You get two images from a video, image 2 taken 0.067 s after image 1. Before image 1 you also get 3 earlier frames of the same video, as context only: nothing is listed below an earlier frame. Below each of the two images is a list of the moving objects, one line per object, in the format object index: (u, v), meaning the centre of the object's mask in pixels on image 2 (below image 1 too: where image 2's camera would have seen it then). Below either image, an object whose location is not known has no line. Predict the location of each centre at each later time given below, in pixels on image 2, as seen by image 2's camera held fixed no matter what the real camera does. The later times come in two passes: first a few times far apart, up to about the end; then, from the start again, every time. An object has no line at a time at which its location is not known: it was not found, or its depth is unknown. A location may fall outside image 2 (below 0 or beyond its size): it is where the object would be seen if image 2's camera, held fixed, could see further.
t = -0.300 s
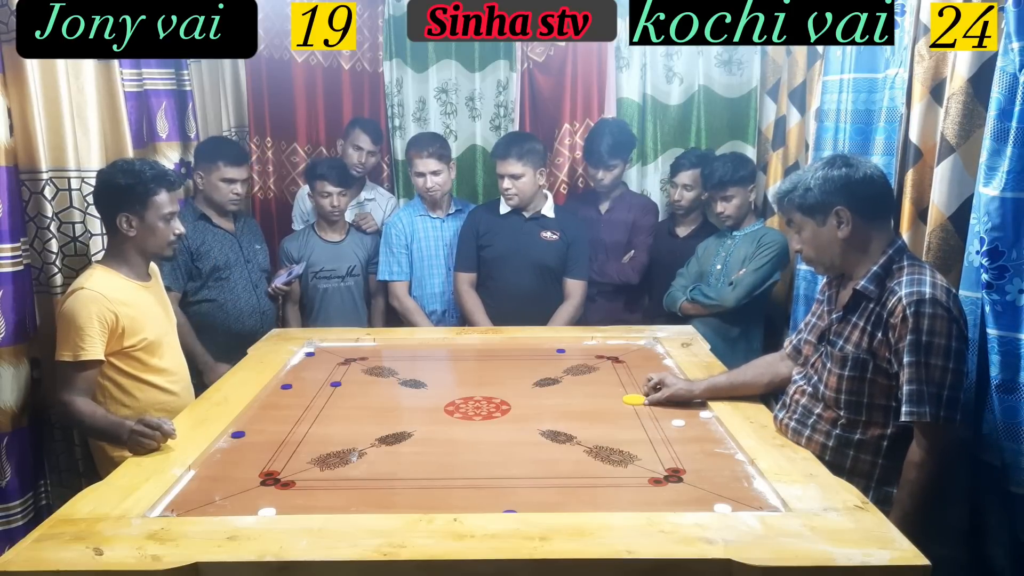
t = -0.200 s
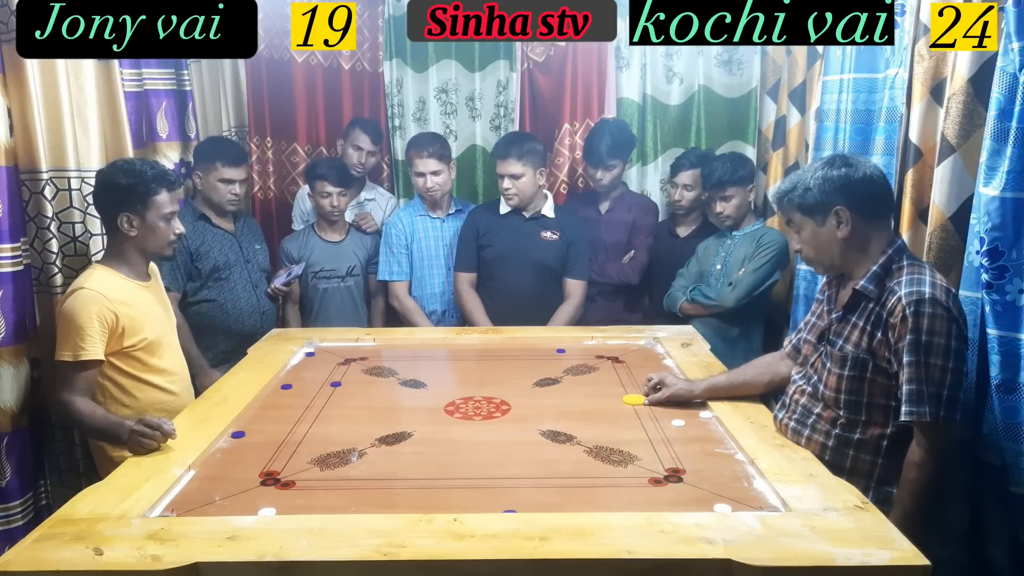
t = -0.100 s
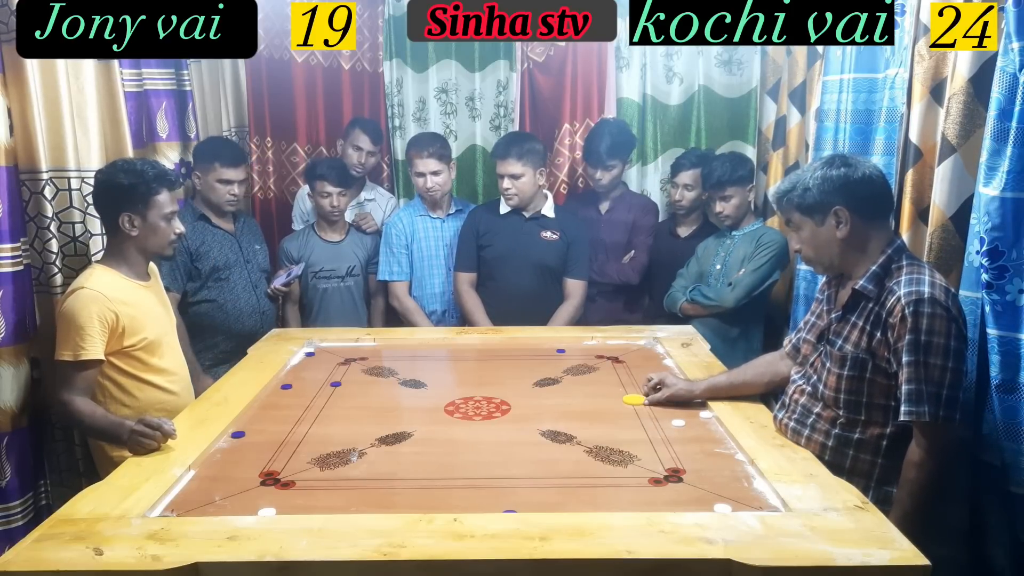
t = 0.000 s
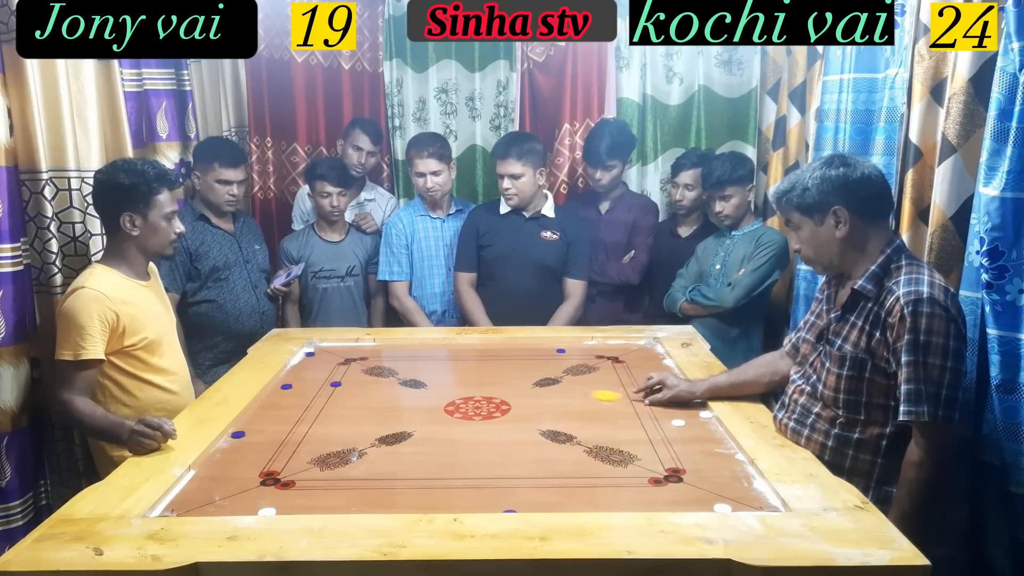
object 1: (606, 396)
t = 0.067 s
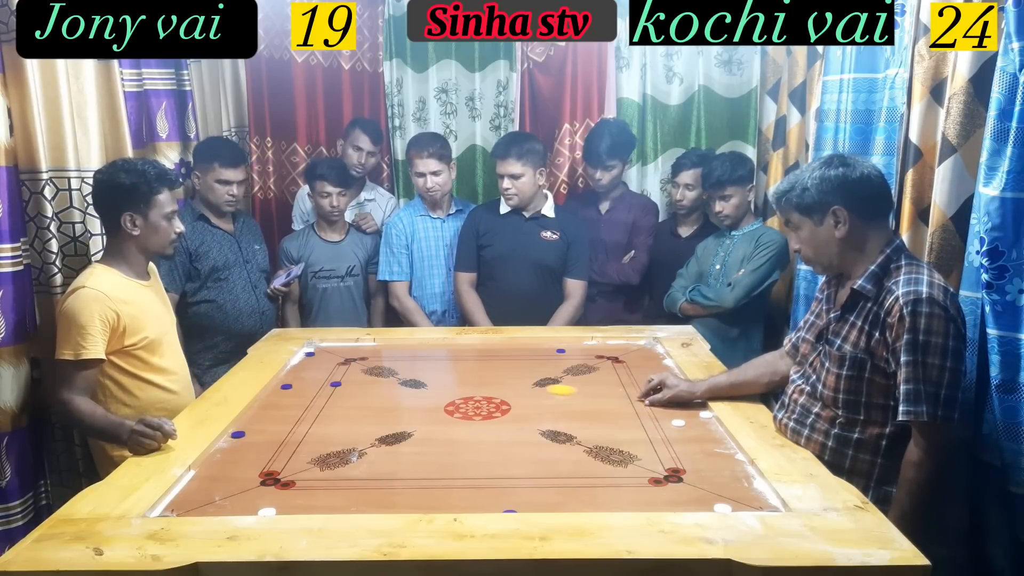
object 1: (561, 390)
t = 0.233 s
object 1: (463, 378)
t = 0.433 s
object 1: (368, 365)
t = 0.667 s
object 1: (306, 358)
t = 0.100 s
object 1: (539, 387)
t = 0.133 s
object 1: (519, 385)
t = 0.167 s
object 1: (499, 382)
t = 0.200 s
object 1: (481, 380)
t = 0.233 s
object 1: (463, 378)
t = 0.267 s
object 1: (446, 375)
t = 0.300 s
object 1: (428, 373)
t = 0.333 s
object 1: (412, 371)
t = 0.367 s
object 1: (397, 369)
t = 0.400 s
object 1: (381, 367)
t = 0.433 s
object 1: (368, 365)
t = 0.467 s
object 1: (353, 363)
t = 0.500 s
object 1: (339, 361)
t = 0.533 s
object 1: (325, 359)
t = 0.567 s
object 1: (313, 358)
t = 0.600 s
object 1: (306, 358)
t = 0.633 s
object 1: (306, 358)
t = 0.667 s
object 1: (306, 358)
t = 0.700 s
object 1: (306, 358)
